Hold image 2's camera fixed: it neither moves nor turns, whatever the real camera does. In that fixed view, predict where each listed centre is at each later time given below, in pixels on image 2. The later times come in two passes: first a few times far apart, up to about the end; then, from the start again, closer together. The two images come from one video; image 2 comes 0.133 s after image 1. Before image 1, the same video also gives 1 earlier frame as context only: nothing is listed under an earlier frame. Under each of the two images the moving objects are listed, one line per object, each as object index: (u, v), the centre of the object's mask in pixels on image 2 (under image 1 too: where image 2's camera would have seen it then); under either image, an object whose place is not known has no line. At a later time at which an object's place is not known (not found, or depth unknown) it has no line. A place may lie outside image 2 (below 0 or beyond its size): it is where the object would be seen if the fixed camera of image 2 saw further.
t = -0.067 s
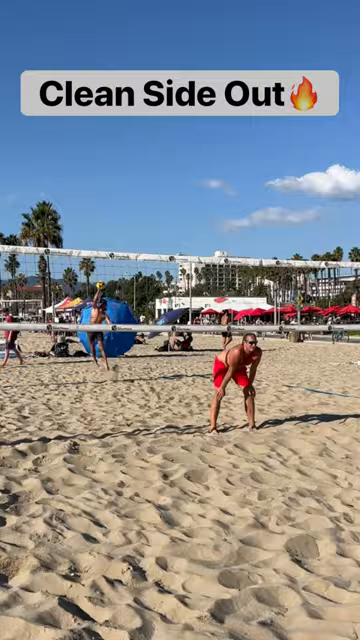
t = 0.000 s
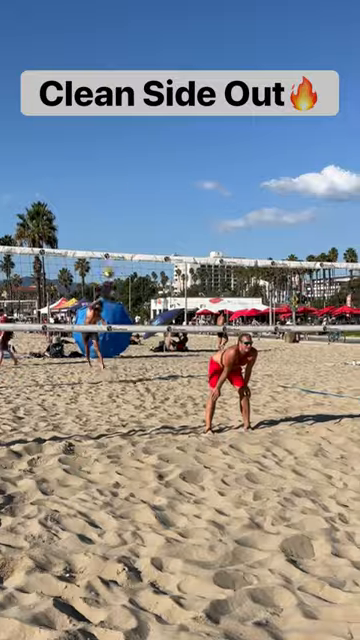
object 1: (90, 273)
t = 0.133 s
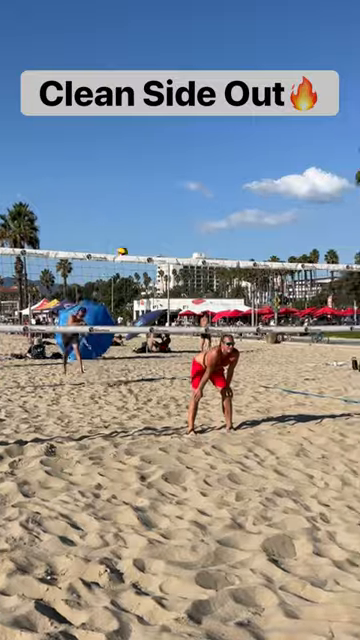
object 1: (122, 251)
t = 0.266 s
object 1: (160, 232)
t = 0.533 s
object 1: (272, 211)
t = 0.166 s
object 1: (130, 246)
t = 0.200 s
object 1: (140, 241)
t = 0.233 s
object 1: (150, 236)
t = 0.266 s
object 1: (160, 232)
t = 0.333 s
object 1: (184, 224)
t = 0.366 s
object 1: (197, 221)
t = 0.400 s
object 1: (209, 217)
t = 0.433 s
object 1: (223, 215)
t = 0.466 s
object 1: (239, 214)
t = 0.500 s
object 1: (253, 212)
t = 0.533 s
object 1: (272, 211)
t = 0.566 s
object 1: (290, 212)
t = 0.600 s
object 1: (309, 213)
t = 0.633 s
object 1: (328, 215)
